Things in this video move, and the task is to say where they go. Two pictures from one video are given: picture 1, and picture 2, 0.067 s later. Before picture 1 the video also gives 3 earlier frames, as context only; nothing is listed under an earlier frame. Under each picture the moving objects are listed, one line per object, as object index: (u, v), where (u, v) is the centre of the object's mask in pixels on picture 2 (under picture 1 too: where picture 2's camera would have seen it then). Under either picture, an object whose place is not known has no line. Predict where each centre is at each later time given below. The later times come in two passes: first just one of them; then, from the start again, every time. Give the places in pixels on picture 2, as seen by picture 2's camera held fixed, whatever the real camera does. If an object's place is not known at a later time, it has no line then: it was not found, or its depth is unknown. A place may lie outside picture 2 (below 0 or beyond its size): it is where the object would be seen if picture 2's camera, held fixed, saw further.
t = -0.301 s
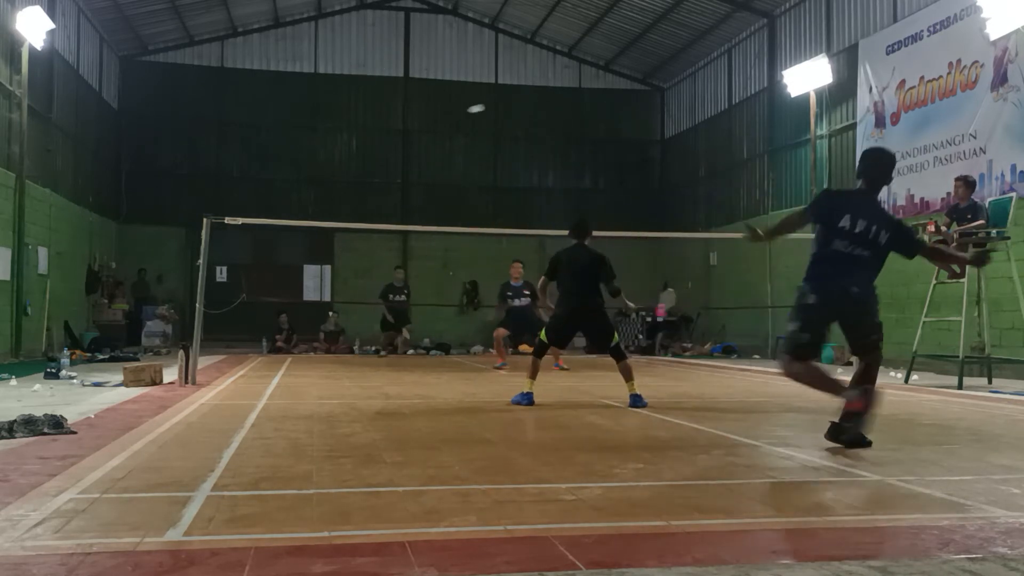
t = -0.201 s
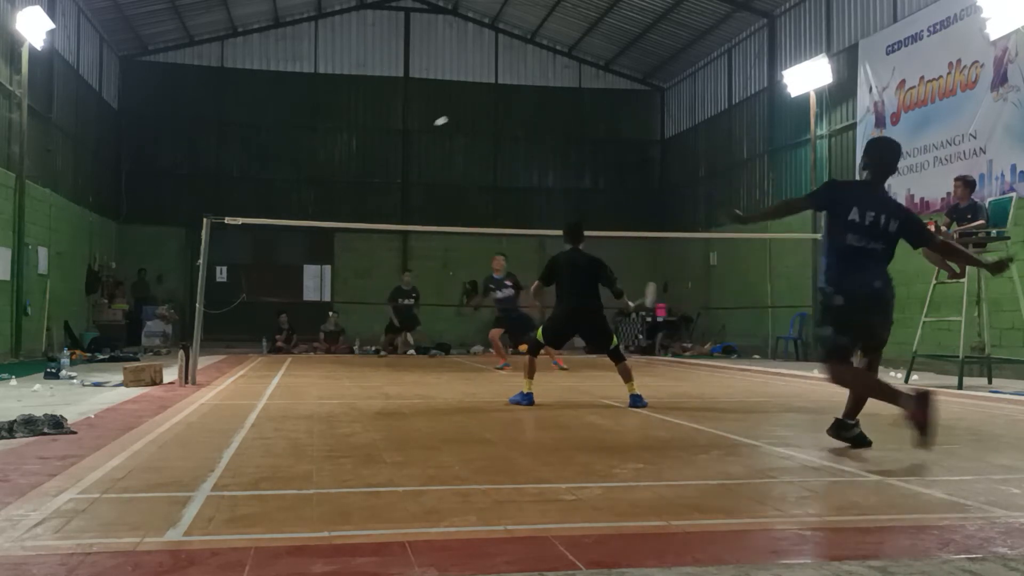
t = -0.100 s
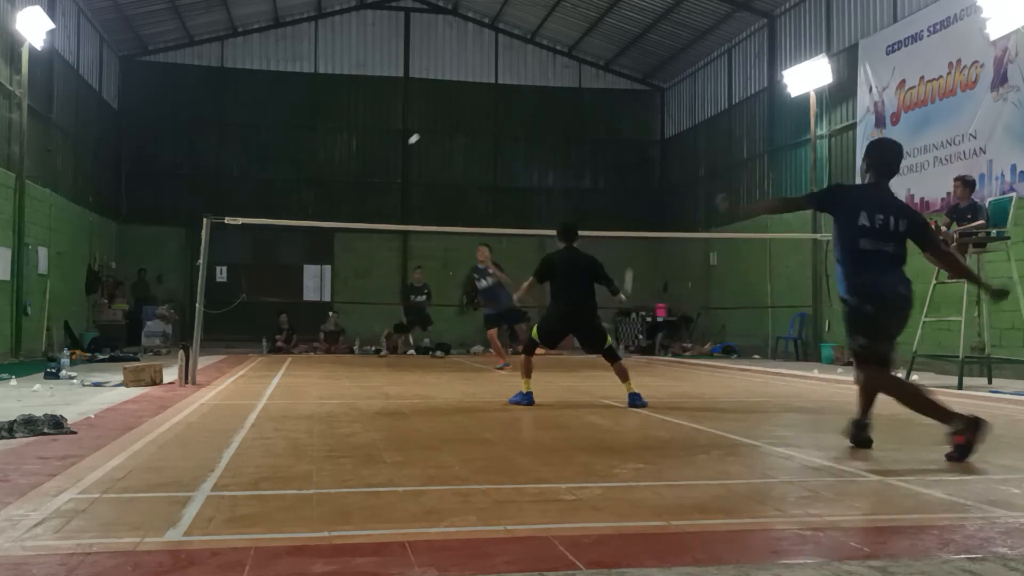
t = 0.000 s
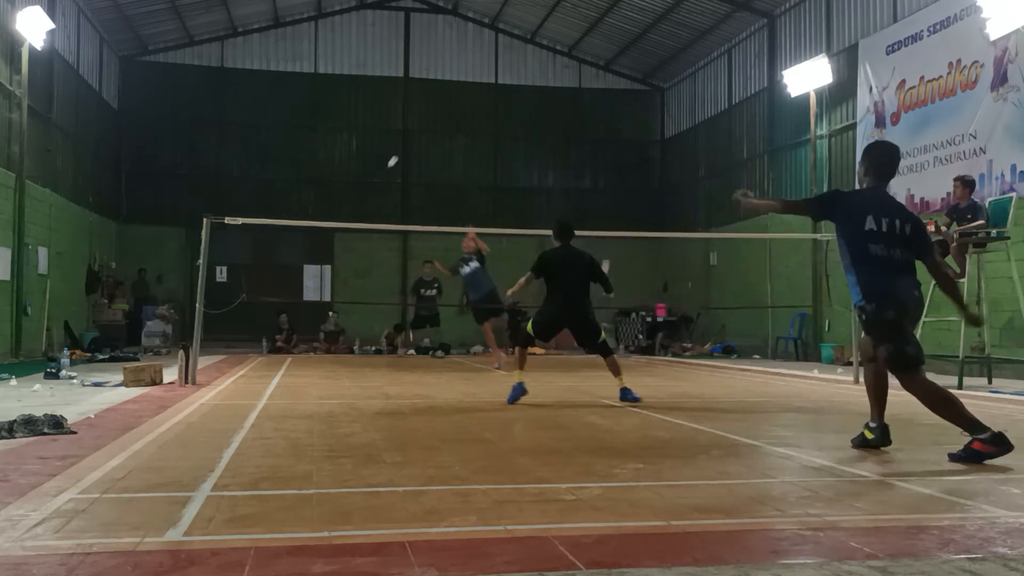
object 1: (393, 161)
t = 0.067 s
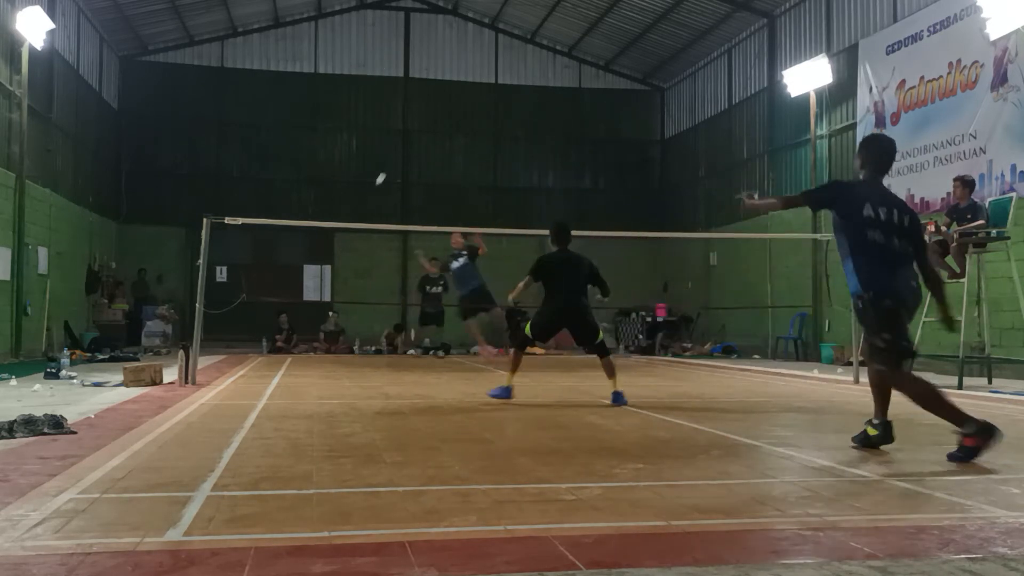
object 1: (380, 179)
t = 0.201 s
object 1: (360, 217)
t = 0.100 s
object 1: (375, 188)
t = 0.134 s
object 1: (369, 198)
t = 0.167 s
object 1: (364, 208)
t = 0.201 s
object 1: (360, 217)
